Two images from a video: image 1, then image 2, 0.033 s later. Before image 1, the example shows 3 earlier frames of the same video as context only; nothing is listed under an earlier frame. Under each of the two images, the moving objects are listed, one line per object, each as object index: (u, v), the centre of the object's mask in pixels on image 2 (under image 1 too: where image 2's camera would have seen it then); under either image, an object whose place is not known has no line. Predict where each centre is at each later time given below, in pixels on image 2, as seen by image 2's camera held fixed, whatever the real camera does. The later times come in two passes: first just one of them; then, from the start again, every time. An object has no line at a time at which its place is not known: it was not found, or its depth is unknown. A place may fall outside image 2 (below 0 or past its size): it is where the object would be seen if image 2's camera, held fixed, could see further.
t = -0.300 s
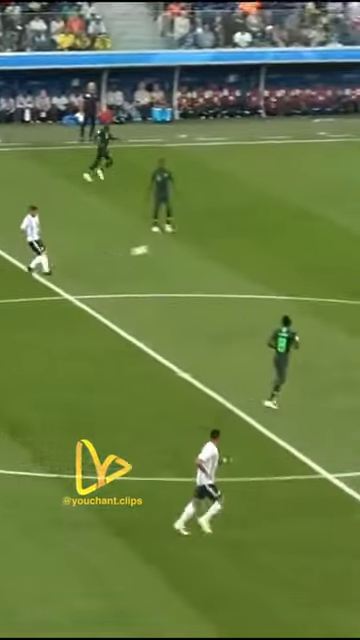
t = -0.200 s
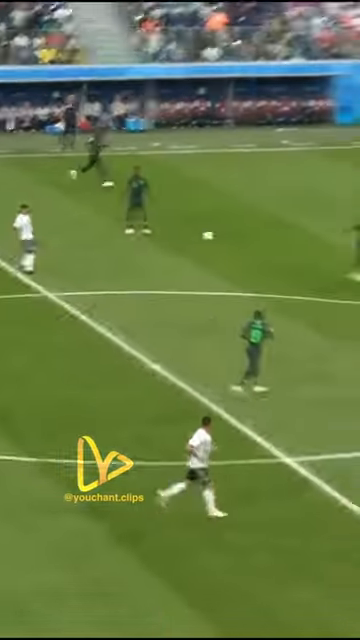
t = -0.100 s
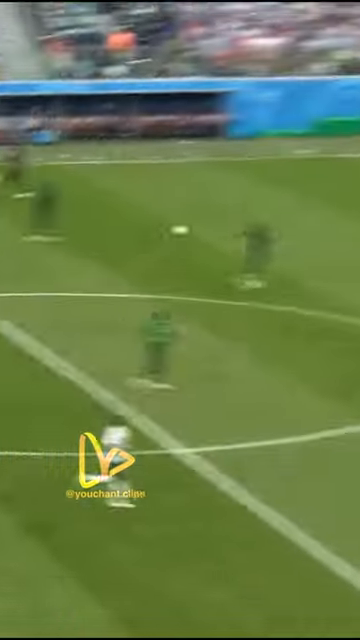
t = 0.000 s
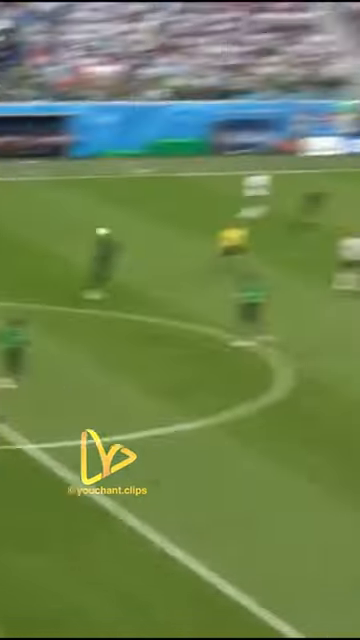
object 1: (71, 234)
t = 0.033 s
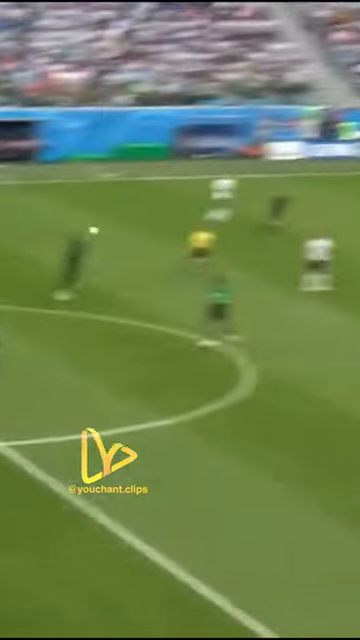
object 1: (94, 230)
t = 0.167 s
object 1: (183, 218)
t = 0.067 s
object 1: (116, 226)
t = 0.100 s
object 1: (138, 224)
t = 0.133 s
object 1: (161, 221)
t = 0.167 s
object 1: (183, 218)
